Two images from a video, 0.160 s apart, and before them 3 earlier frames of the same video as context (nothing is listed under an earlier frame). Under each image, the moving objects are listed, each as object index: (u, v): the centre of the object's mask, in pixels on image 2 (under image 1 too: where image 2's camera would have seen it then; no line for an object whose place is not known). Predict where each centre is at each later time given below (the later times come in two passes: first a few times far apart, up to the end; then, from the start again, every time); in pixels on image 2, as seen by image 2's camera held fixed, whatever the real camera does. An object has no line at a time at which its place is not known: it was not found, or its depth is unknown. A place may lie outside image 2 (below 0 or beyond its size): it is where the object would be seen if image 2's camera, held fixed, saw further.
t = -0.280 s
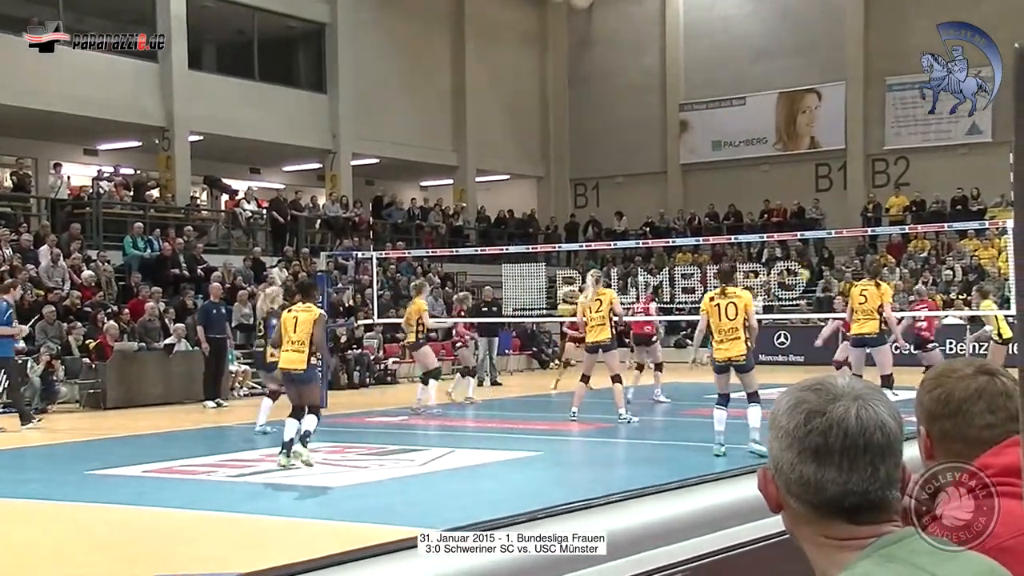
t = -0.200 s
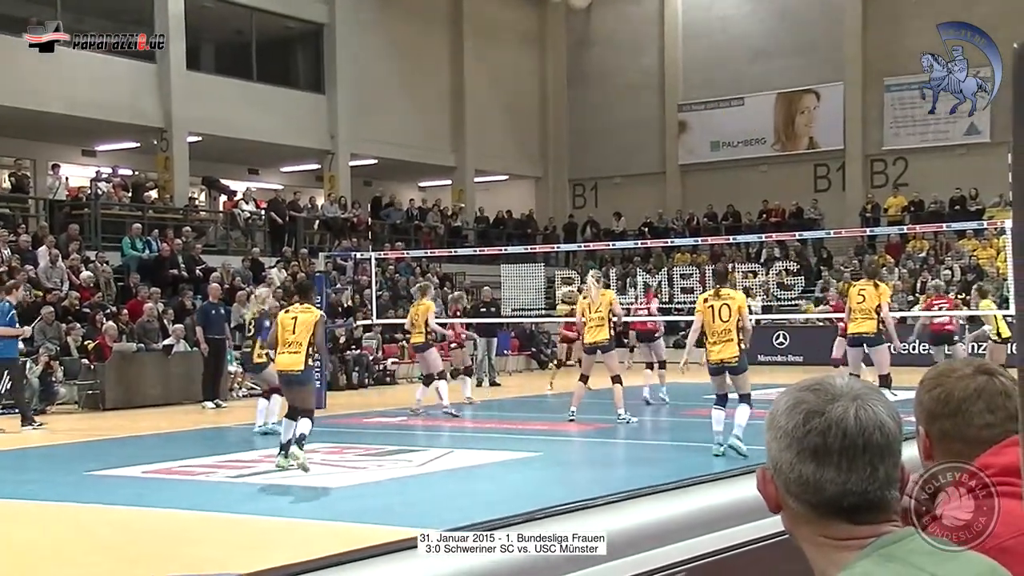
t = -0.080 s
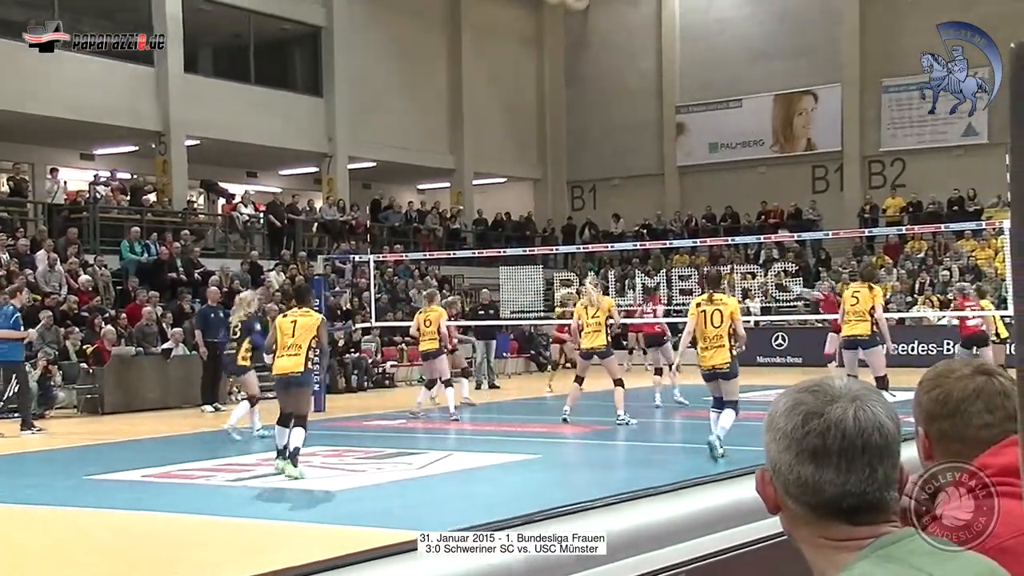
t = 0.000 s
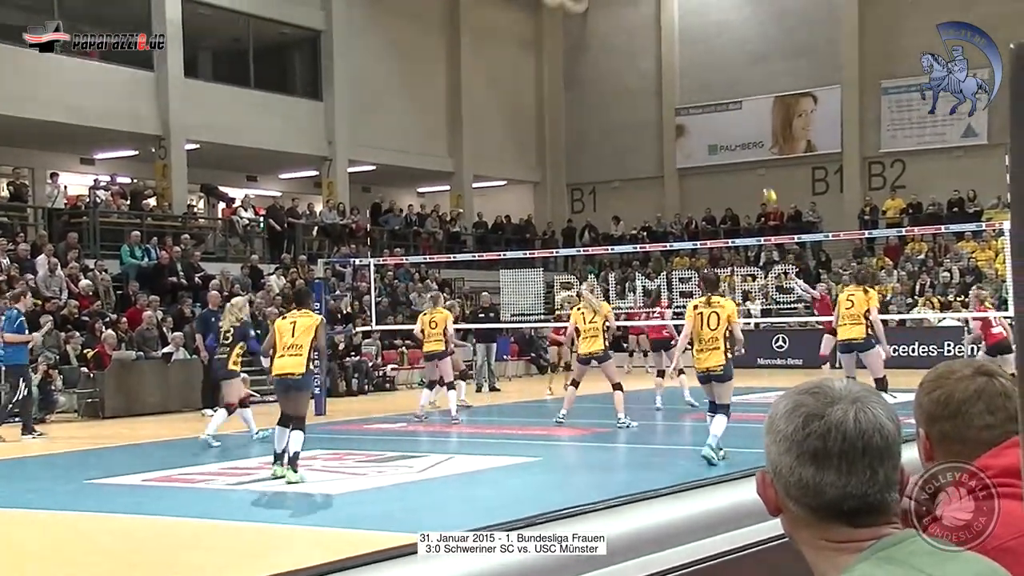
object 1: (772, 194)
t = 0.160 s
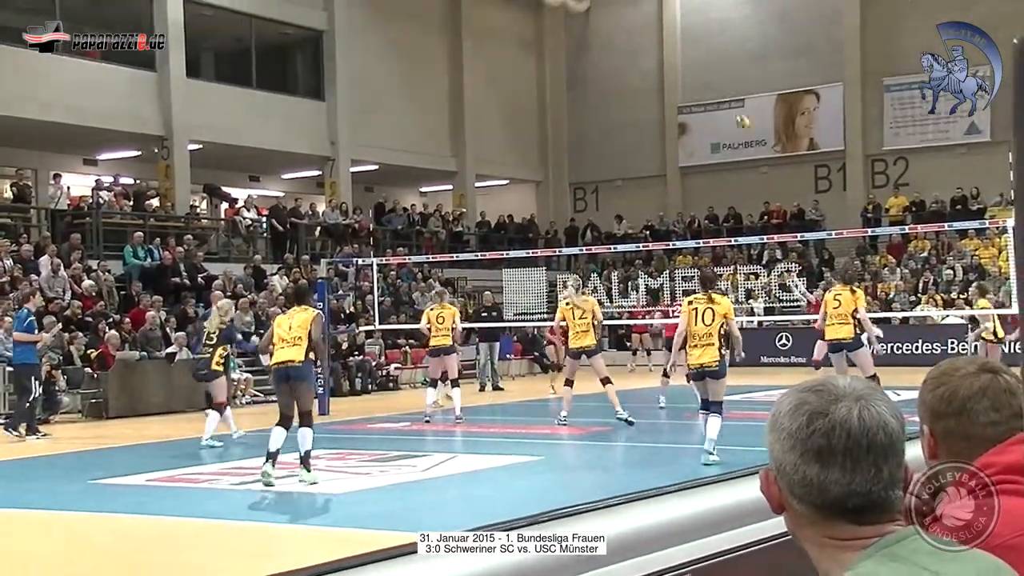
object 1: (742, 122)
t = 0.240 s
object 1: (728, 93)
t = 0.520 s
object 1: (678, 23)
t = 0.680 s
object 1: (652, 4)
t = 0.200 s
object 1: (735, 107)
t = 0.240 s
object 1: (728, 93)
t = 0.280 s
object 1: (720, 79)
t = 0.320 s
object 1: (713, 68)
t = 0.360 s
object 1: (706, 57)
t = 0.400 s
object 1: (699, 47)
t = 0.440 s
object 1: (692, 39)
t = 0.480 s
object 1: (685, 31)
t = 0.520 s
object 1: (678, 23)
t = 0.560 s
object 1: (671, 17)
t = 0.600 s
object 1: (664, 12)
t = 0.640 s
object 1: (658, 7)
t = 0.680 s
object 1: (652, 4)
